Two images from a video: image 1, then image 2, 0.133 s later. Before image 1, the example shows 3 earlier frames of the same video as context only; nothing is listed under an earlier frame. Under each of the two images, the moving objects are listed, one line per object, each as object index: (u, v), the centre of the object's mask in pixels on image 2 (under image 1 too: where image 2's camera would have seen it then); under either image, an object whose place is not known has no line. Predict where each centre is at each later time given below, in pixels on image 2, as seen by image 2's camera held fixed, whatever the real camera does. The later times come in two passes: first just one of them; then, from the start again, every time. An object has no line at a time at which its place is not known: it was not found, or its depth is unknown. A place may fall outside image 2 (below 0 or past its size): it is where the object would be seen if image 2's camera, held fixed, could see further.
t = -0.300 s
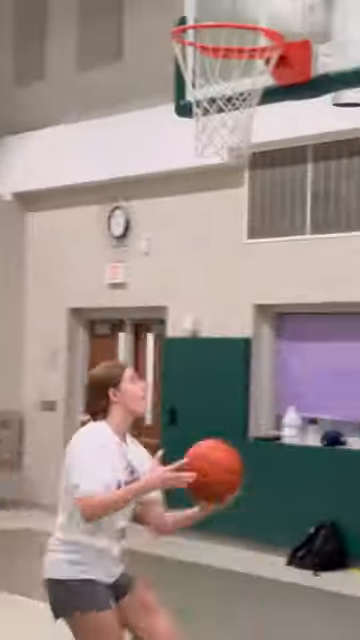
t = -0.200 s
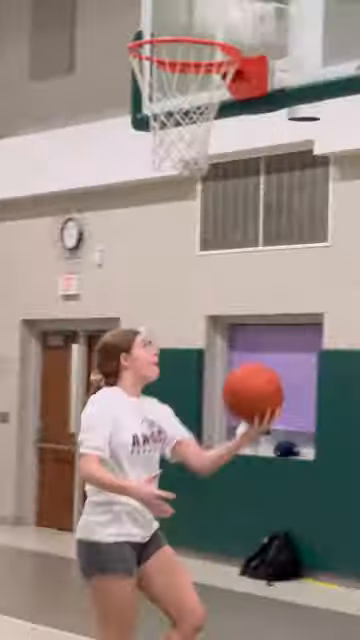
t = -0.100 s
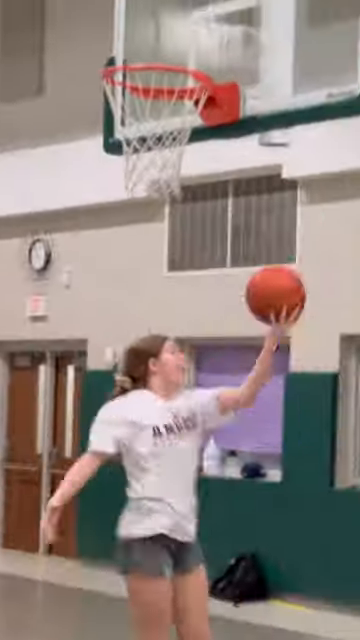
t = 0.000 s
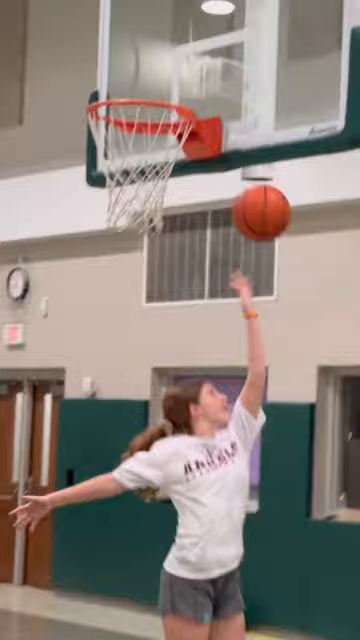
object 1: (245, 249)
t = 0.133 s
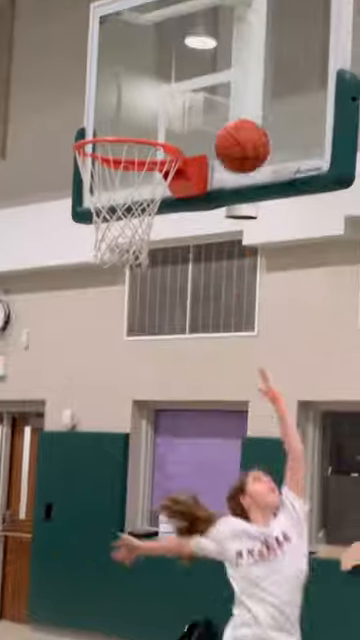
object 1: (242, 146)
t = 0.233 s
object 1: (238, 101)
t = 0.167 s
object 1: (241, 128)
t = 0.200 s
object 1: (239, 113)
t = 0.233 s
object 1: (238, 101)
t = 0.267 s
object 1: (227, 92)
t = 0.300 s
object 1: (216, 86)
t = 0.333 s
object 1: (205, 82)
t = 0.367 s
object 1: (195, 81)
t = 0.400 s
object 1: (184, 82)
